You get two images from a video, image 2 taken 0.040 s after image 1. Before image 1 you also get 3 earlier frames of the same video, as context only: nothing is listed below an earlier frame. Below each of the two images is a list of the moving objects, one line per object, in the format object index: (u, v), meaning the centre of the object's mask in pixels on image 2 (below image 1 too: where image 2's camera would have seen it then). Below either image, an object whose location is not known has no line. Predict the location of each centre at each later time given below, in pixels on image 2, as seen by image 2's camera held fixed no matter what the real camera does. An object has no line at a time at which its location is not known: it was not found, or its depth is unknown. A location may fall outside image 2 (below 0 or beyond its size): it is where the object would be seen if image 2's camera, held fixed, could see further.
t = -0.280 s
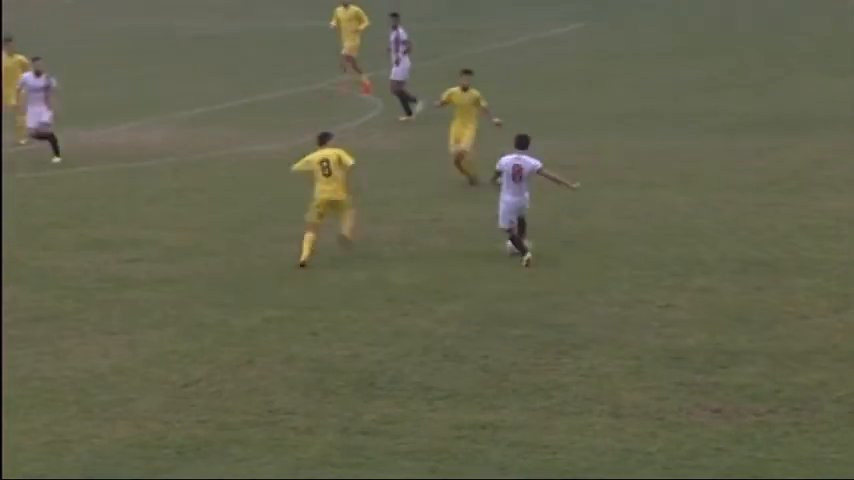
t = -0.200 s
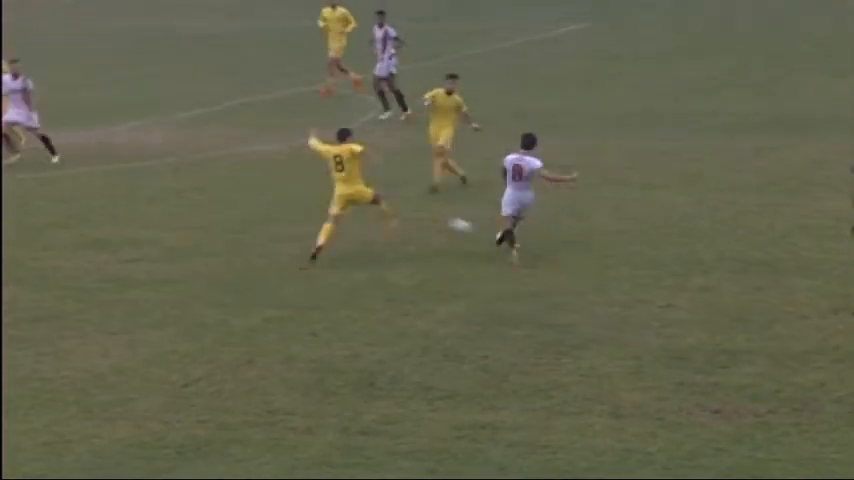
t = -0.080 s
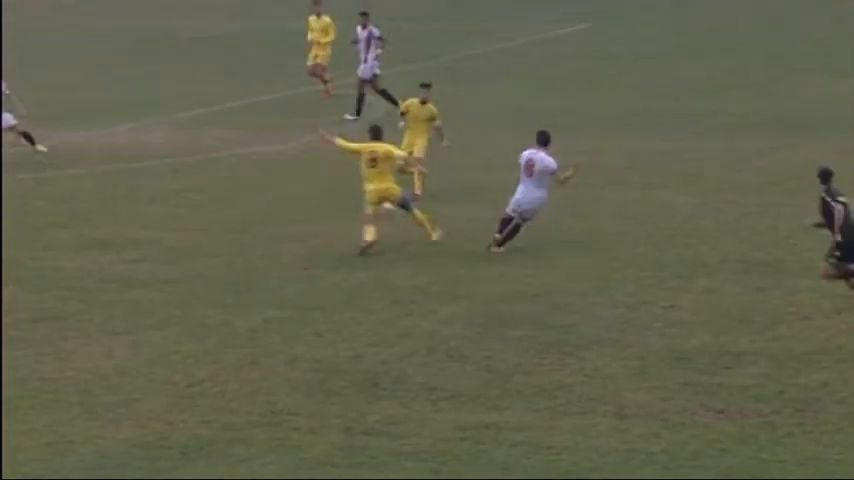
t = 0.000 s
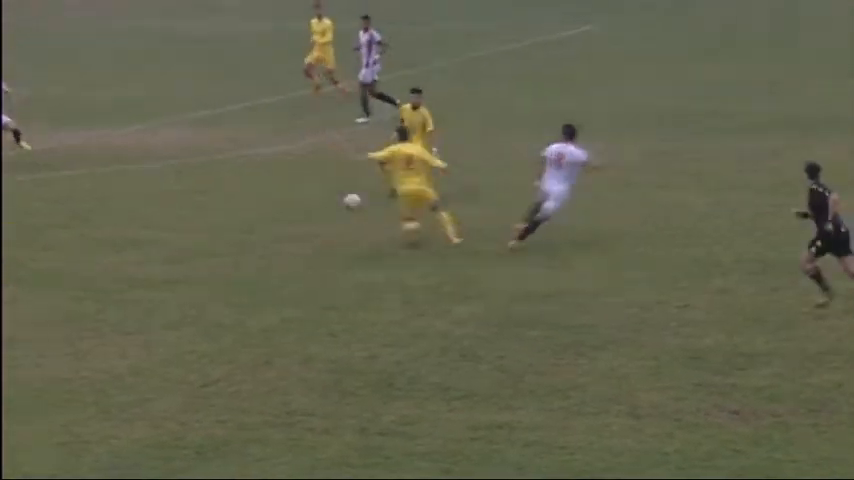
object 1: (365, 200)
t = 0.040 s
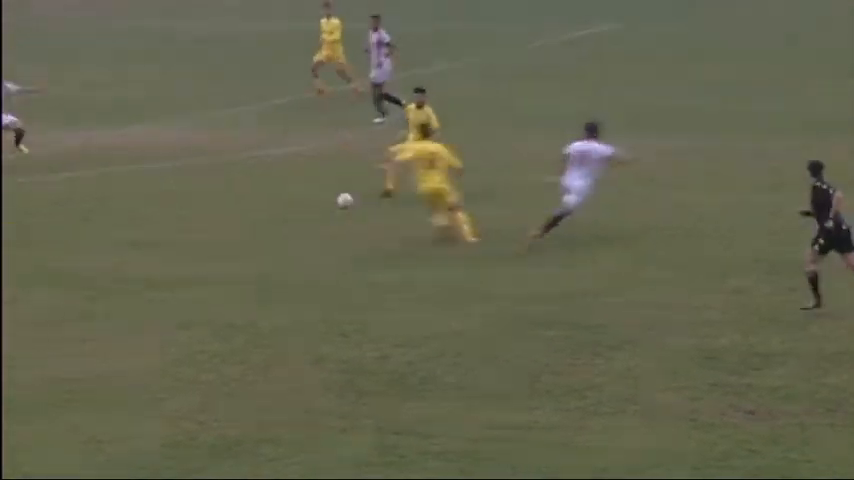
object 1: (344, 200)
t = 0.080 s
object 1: (321, 201)
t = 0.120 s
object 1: (305, 203)
